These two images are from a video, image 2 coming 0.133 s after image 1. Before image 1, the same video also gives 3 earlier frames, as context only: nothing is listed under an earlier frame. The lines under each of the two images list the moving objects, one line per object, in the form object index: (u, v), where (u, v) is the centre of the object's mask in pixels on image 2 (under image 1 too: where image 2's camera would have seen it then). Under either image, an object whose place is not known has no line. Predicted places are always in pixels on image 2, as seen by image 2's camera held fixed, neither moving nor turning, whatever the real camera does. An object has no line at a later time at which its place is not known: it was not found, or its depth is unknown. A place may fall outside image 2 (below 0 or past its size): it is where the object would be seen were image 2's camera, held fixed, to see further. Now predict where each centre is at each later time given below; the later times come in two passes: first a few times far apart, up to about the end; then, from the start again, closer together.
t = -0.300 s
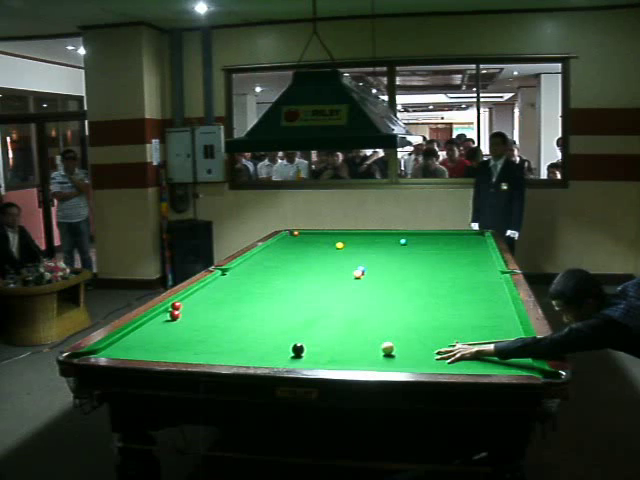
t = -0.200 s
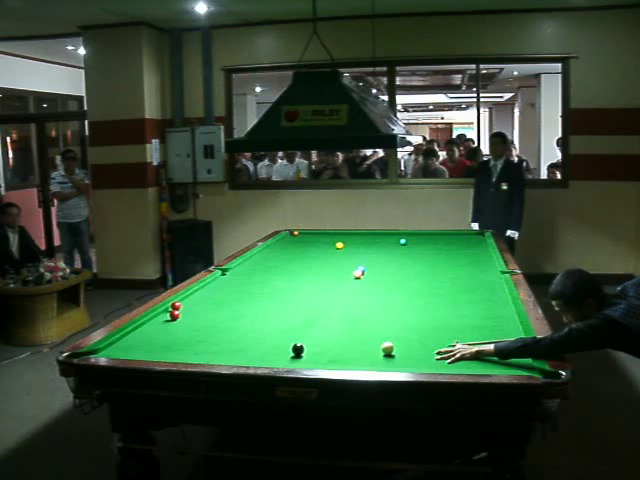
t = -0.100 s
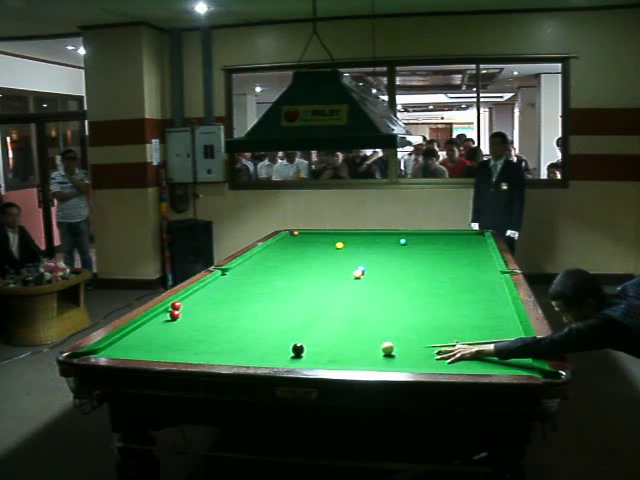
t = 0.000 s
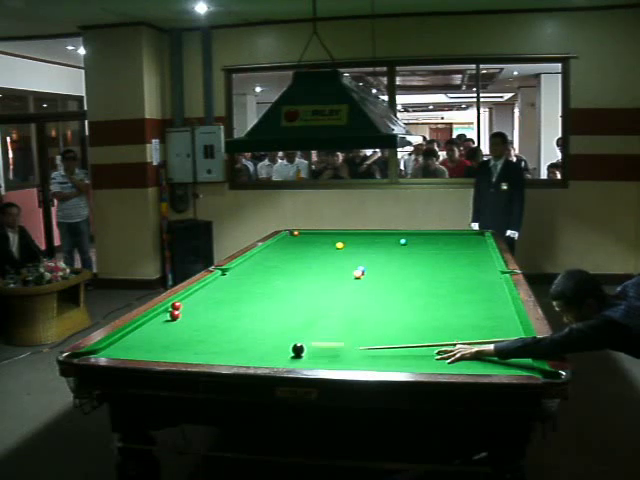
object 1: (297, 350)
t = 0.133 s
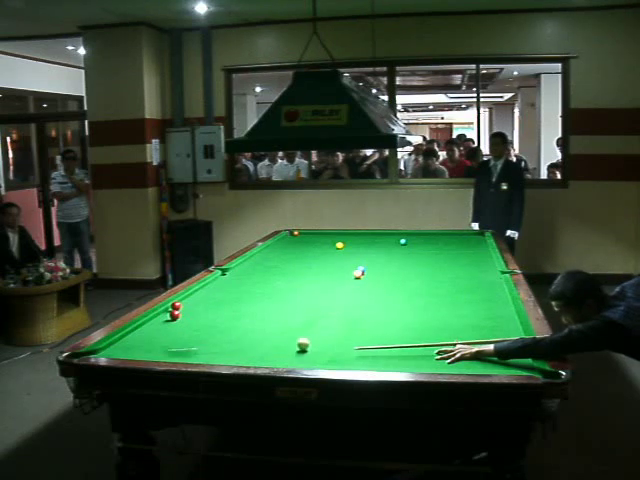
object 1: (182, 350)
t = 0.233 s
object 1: (101, 350)
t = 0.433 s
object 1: (156, 341)
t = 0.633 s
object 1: (206, 334)
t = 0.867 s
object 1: (246, 325)
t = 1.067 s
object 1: (248, 318)
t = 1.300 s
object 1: (251, 311)
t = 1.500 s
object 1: (254, 306)
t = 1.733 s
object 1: (258, 300)
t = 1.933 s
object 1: (260, 296)
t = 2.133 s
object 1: (262, 292)
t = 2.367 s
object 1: (265, 288)
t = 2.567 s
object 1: (267, 285)
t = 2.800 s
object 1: (269, 281)
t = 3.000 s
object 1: (271, 279)
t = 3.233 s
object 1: (273, 276)
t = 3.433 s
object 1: (275, 274)
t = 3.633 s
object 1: (276, 272)
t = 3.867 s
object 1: (277, 270)
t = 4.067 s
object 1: (278, 268)
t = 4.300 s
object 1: (280, 267)
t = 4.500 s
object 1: (282, 265)
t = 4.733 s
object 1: (283, 264)
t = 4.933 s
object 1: (284, 263)
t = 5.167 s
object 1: (284, 263)
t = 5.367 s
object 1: (285, 262)
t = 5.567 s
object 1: (285, 261)
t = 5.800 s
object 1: (286, 261)
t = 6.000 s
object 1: (286, 261)
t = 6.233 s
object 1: (286, 260)
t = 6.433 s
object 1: (287, 260)
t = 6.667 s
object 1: (286, 260)
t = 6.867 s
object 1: (286, 260)
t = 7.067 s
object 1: (287, 260)
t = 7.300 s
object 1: (287, 260)
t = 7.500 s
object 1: (287, 260)
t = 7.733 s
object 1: (287, 260)
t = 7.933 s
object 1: (287, 260)
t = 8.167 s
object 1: (286, 260)
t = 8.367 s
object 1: (286, 260)
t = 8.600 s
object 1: (286, 260)
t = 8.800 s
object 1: (286, 260)
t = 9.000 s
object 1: (286, 260)
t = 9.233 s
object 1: (286, 260)
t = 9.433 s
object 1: (286, 260)
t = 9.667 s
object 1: (286, 260)
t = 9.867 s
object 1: (286, 260)
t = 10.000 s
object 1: (286, 260)
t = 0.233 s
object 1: (101, 350)
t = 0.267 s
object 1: (104, 350)
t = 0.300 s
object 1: (116, 347)
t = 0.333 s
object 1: (126, 345)
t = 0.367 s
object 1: (136, 344)
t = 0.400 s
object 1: (147, 344)
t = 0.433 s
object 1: (156, 341)
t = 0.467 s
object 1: (165, 341)
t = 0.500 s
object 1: (174, 340)
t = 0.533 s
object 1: (182, 338)
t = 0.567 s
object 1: (191, 337)
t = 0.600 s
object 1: (199, 335)
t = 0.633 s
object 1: (206, 334)
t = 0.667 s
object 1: (214, 333)
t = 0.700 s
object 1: (222, 331)
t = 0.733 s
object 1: (229, 329)
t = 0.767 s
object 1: (237, 328)
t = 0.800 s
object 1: (244, 327)
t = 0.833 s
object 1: (247, 326)
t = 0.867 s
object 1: (246, 325)
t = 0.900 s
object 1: (246, 323)
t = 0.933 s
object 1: (246, 322)
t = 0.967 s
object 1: (246, 321)
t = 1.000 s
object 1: (247, 320)
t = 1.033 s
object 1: (247, 319)
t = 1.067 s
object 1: (248, 318)
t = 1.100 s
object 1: (248, 317)
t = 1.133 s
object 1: (249, 316)
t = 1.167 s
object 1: (249, 315)
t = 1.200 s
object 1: (250, 314)
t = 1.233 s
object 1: (250, 313)
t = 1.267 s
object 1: (251, 312)
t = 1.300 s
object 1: (251, 311)
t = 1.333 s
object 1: (251, 310)
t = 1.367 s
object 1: (252, 309)
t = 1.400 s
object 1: (253, 308)
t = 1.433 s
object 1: (253, 307)
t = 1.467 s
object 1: (254, 307)
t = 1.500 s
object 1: (254, 306)
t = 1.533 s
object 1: (255, 305)
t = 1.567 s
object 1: (256, 304)
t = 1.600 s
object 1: (256, 303)
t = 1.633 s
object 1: (256, 302)
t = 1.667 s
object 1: (257, 302)
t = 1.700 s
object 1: (257, 301)
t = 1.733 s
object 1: (258, 300)
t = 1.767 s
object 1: (258, 300)
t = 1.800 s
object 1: (259, 299)
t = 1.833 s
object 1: (259, 298)
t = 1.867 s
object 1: (260, 297)
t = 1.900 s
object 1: (260, 297)
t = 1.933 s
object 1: (260, 296)
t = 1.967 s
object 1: (261, 295)
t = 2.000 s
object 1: (261, 295)
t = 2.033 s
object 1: (262, 294)
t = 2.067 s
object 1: (262, 293)
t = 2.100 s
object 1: (262, 292)
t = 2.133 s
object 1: (262, 292)
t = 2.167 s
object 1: (263, 292)
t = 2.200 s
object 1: (263, 290)
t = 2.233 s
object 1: (264, 290)
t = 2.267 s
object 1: (264, 289)
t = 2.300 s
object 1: (265, 289)
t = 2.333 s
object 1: (265, 289)
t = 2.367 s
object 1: (265, 288)
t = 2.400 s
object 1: (265, 287)
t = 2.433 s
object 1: (266, 287)
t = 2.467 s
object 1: (266, 286)
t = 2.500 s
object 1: (267, 286)
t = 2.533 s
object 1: (267, 285)
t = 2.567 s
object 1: (267, 285)
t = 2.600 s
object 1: (267, 284)
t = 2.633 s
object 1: (268, 284)
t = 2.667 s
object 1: (268, 283)
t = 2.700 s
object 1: (269, 283)
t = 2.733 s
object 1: (269, 282)
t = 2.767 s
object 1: (269, 282)
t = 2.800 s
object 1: (269, 281)
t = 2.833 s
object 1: (270, 281)
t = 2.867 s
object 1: (270, 280)
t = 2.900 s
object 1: (270, 280)
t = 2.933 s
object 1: (270, 279)
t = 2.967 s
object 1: (271, 279)
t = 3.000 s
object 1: (271, 279)
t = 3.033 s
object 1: (271, 278)
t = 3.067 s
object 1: (271, 278)
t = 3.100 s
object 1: (272, 277)
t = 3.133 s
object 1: (272, 277)
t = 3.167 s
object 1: (273, 277)
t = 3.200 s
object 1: (273, 276)
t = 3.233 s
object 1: (273, 276)
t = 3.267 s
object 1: (273, 276)
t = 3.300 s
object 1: (274, 275)
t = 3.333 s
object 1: (274, 275)
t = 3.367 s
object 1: (274, 275)
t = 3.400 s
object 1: (274, 274)
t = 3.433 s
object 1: (275, 274)
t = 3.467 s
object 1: (275, 274)
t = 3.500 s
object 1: (275, 273)
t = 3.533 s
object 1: (275, 273)
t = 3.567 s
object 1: (276, 273)
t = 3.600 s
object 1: (276, 273)
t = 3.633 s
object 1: (276, 272)
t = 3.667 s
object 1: (276, 272)
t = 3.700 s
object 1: (277, 271)
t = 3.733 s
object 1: (277, 271)
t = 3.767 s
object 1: (277, 271)
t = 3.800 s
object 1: (277, 270)
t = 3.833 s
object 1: (277, 270)
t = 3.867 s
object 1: (277, 270)
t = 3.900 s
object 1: (278, 270)
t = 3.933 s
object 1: (278, 269)
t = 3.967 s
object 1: (278, 269)
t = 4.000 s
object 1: (278, 269)
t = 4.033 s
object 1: (278, 268)
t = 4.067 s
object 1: (278, 268)
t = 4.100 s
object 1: (279, 268)
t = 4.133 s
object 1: (279, 268)
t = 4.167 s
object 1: (279, 268)
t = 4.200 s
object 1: (279, 267)
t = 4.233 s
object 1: (280, 267)
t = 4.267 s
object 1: (280, 267)
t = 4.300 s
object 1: (280, 267)
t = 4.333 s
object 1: (280, 267)
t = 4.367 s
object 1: (280, 266)
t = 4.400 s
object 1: (281, 266)
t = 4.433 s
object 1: (281, 266)
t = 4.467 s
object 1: (281, 266)
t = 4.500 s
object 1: (282, 265)
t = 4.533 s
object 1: (282, 265)
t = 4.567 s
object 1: (282, 265)
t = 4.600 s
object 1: (282, 265)
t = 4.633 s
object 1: (282, 265)
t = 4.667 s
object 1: (282, 265)
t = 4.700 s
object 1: (283, 265)
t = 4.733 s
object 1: (283, 264)
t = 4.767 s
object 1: (283, 264)
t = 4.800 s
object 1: (283, 264)
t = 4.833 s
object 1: (283, 264)
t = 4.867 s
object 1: (283, 264)
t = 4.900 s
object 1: (283, 264)
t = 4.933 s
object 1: (284, 263)
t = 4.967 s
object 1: (284, 263)
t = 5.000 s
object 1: (284, 263)
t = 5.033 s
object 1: (284, 263)
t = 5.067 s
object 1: (284, 263)
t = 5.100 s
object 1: (284, 263)
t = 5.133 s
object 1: (284, 263)
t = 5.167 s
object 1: (284, 263)
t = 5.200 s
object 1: (284, 262)
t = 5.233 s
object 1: (284, 262)
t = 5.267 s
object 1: (284, 262)
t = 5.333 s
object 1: (285, 262)
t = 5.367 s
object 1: (285, 262)
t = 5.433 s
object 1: (285, 261)
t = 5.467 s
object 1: (285, 261)
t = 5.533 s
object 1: (286, 261)
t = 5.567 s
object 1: (285, 261)
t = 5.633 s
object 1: (286, 261)
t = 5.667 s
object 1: (286, 261)
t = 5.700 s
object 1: (286, 261)
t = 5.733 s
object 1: (286, 261)
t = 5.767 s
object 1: (286, 261)
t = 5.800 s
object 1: (286, 261)
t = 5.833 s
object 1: (286, 261)
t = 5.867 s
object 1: (286, 261)
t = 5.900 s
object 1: (286, 261)
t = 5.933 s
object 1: (286, 261)
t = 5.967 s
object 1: (286, 261)
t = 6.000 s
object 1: (286, 261)
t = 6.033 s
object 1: (286, 260)
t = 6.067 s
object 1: (286, 261)
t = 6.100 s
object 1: (286, 260)
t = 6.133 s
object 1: (286, 260)
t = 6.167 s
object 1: (286, 260)
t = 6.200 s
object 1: (286, 260)
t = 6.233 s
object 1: (286, 260)
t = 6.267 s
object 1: (287, 260)
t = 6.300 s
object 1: (287, 260)
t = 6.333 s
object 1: (287, 260)
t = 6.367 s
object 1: (286, 260)
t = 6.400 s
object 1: (286, 260)
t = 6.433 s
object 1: (287, 260)
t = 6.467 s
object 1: (287, 260)
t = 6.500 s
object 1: (287, 260)
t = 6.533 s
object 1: (287, 260)
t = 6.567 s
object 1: (287, 260)
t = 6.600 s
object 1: (287, 260)
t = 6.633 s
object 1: (287, 260)
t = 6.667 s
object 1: (286, 260)
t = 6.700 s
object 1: (286, 260)
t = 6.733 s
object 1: (286, 260)
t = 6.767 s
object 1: (286, 260)
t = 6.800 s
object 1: (286, 260)
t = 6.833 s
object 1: (286, 260)
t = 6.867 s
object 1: (286, 260)
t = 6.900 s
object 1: (286, 260)
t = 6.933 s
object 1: (286, 260)
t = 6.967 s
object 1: (287, 260)
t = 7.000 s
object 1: (286, 260)
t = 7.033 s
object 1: (287, 260)
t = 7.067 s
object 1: (287, 260)
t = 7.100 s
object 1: (287, 260)
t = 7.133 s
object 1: (287, 260)
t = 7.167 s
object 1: (287, 260)
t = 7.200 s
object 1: (287, 260)
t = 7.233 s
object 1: (287, 260)
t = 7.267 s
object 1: (287, 260)
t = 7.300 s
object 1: (287, 260)
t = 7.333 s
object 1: (287, 260)
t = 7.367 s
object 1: (287, 260)
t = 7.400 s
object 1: (287, 260)
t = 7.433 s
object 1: (287, 260)
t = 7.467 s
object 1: (287, 260)
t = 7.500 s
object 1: (287, 260)
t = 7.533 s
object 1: (287, 260)
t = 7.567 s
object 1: (287, 260)
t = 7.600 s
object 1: (287, 260)
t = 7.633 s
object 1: (287, 260)
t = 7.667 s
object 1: (287, 260)
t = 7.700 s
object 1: (287, 260)
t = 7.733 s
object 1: (287, 260)
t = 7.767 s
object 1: (287, 260)
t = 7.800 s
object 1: (287, 260)
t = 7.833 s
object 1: (287, 260)
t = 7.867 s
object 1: (287, 260)
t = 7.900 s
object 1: (287, 260)
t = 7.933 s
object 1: (287, 260)
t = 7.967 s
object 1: (287, 260)
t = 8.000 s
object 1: (287, 260)
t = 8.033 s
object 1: (287, 260)
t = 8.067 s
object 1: (287, 260)
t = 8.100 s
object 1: (287, 260)
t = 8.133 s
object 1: (287, 260)
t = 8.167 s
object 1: (286, 260)
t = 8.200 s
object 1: (286, 260)
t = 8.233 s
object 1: (286, 260)
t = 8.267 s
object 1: (286, 260)
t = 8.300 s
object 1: (286, 260)
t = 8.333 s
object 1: (286, 260)
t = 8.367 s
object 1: (286, 260)
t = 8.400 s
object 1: (286, 260)
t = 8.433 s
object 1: (286, 260)
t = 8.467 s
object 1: (286, 260)
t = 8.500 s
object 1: (286, 260)
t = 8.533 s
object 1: (286, 260)
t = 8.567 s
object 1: (286, 260)
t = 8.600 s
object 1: (286, 260)
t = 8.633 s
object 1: (286, 260)
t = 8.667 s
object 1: (286, 260)
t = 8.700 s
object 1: (286, 260)
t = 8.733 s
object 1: (286, 260)
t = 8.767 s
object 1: (286, 260)
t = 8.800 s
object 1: (286, 260)
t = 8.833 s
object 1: (286, 260)
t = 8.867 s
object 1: (286, 260)
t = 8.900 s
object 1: (286, 260)
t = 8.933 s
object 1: (286, 260)
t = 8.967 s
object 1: (286, 260)
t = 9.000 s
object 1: (286, 260)
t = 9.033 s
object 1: (286, 260)
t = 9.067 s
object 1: (286, 260)
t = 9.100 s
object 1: (286, 260)
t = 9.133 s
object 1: (286, 260)
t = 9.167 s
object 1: (286, 260)
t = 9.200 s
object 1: (286, 260)
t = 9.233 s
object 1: (286, 260)
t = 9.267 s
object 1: (286, 260)
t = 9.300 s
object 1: (286, 260)
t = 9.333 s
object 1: (286, 260)
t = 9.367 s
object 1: (286, 260)
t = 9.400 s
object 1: (286, 260)
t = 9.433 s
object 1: (286, 260)
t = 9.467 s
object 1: (286, 260)
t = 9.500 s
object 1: (286, 260)
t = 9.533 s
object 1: (286, 260)
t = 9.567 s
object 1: (286, 260)
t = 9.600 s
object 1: (286, 260)
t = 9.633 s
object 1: (287, 260)
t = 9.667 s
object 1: (286, 260)
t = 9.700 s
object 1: (286, 260)
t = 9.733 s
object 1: (287, 260)
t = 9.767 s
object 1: (286, 260)
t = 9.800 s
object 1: (286, 260)
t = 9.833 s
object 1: (286, 260)
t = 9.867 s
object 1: (286, 260)
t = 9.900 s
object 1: (286, 260)
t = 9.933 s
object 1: (286, 260)
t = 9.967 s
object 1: (286, 260)
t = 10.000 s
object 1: (286, 260)
